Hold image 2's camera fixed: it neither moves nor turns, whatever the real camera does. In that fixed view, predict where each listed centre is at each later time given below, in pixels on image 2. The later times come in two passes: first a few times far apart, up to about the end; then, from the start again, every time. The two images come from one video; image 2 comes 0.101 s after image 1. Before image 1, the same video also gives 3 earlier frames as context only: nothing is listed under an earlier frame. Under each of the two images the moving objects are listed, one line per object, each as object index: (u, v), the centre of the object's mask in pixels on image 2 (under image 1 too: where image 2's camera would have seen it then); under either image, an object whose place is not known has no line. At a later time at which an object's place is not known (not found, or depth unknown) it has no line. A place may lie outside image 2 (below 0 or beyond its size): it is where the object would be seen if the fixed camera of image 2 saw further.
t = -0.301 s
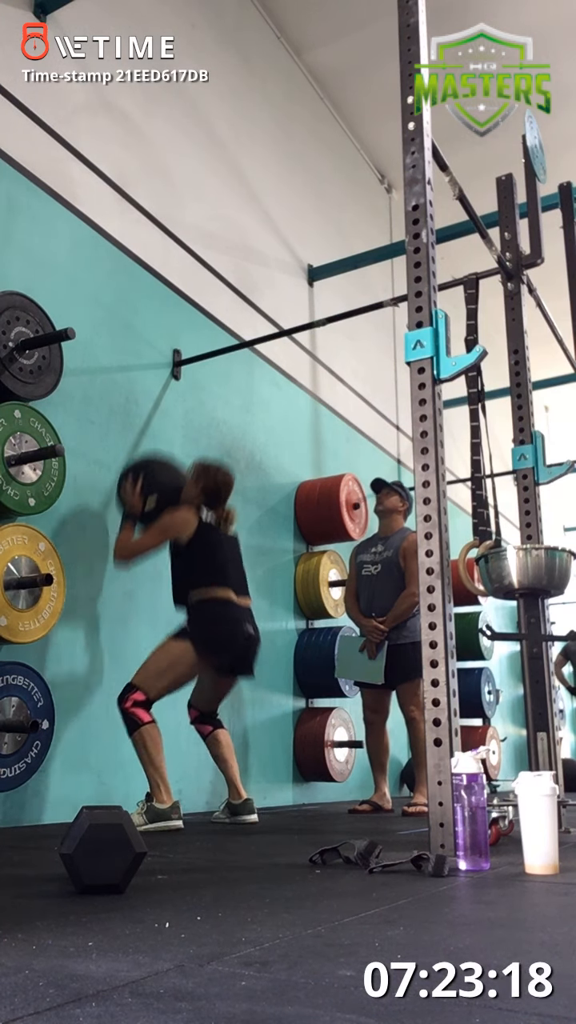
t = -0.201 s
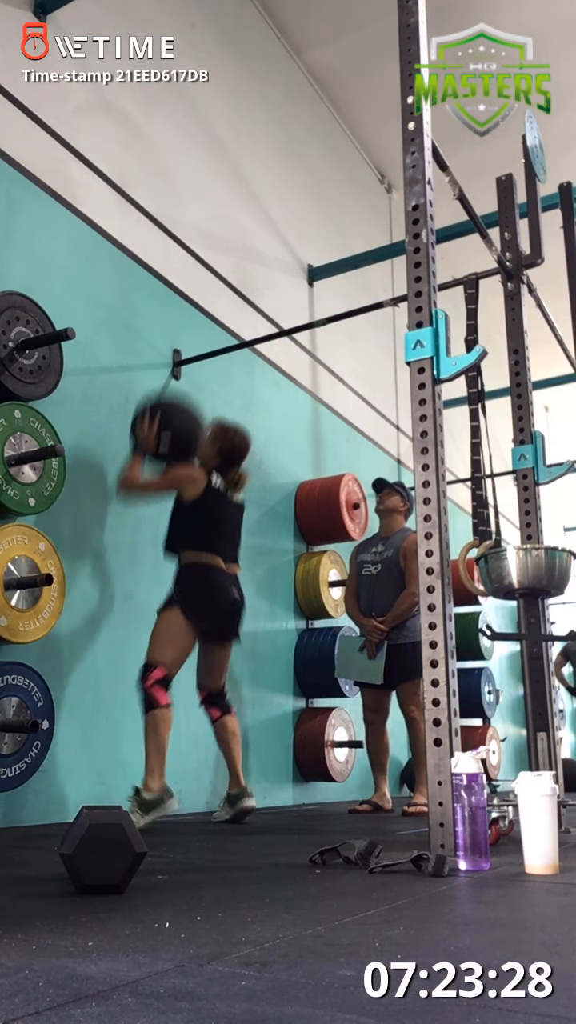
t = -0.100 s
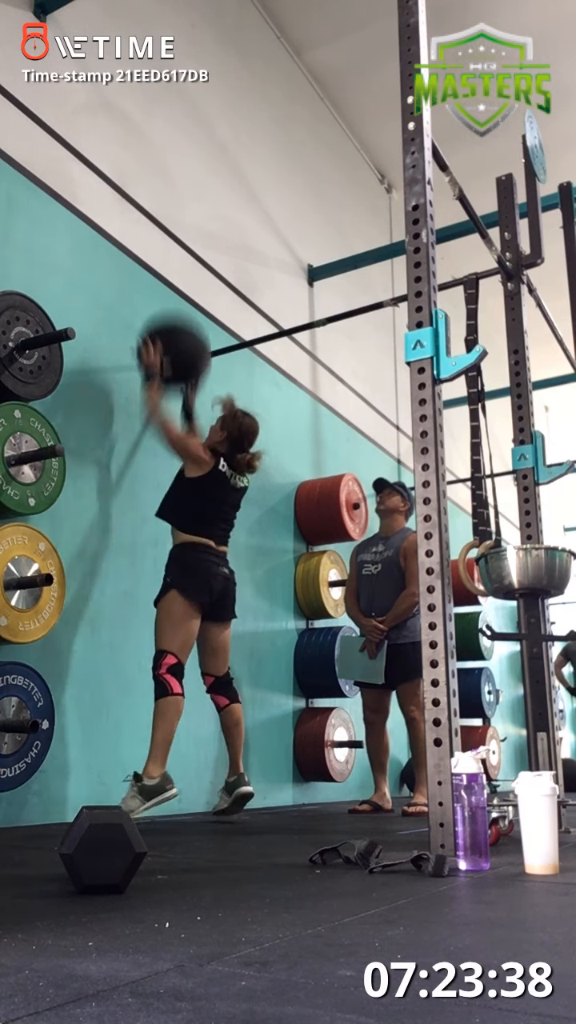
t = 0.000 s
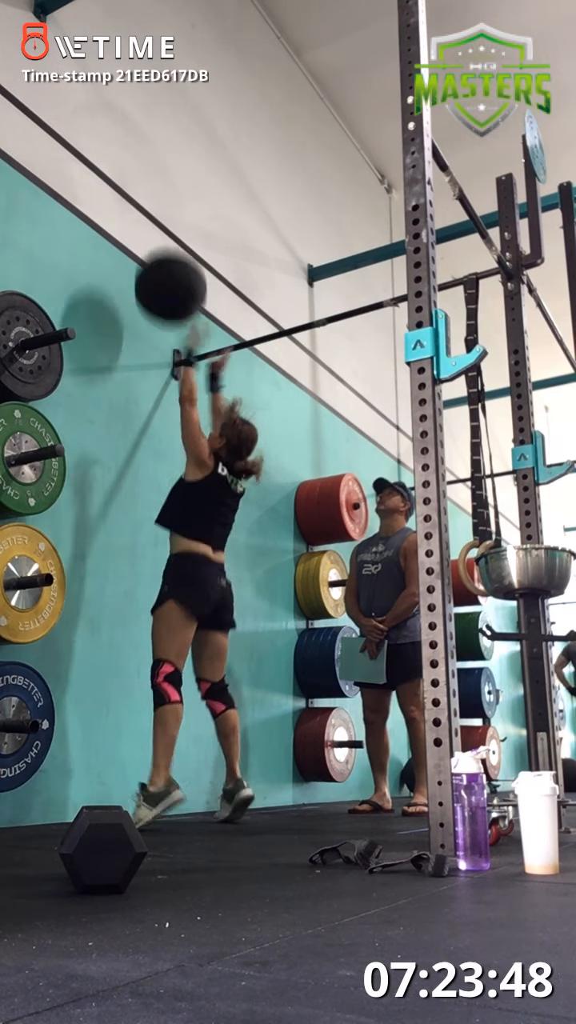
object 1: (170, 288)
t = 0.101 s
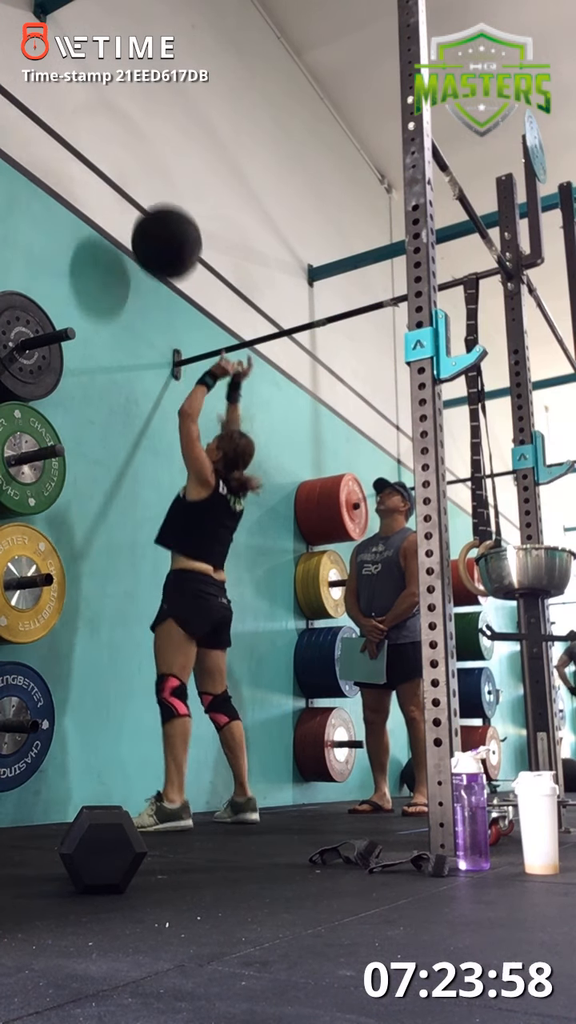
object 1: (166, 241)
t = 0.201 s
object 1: (161, 216)
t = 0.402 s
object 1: (151, 215)
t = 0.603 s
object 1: (160, 266)
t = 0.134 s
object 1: (165, 231)
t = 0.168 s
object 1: (163, 222)
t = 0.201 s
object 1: (161, 216)
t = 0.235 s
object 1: (160, 212)
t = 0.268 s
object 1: (158, 209)
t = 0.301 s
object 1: (156, 208)
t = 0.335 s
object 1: (154, 208)
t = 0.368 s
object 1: (152, 211)
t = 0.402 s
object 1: (151, 215)
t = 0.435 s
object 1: (152, 219)
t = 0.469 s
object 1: (154, 224)
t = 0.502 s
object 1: (155, 231)
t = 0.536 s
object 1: (157, 240)
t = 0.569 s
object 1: (159, 251)
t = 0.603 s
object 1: (160, 266)
